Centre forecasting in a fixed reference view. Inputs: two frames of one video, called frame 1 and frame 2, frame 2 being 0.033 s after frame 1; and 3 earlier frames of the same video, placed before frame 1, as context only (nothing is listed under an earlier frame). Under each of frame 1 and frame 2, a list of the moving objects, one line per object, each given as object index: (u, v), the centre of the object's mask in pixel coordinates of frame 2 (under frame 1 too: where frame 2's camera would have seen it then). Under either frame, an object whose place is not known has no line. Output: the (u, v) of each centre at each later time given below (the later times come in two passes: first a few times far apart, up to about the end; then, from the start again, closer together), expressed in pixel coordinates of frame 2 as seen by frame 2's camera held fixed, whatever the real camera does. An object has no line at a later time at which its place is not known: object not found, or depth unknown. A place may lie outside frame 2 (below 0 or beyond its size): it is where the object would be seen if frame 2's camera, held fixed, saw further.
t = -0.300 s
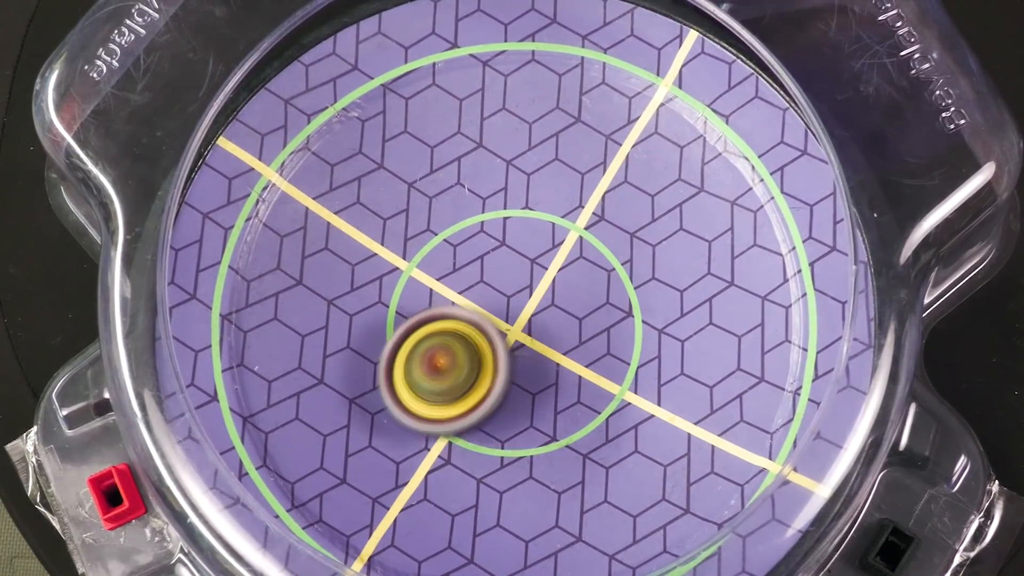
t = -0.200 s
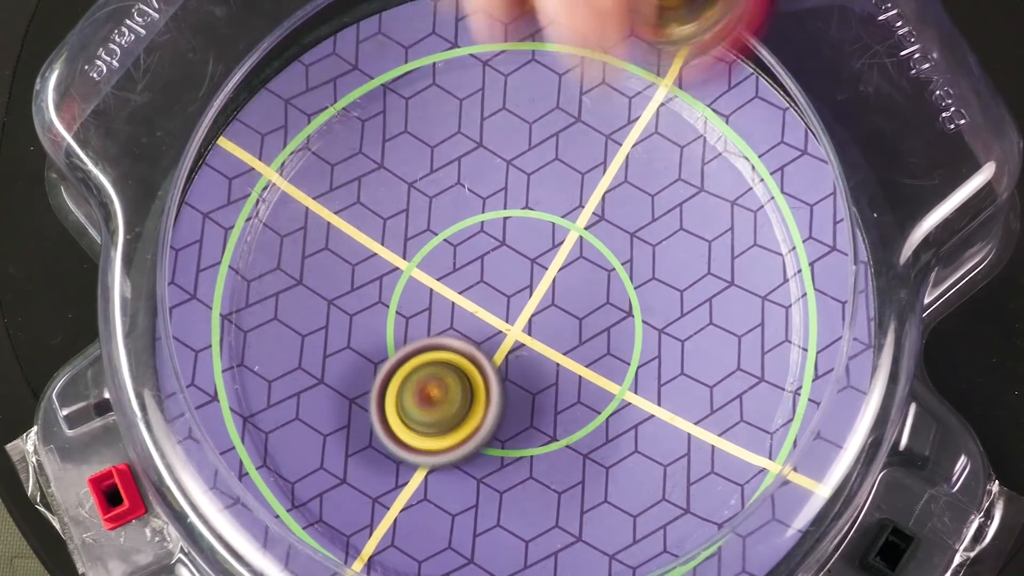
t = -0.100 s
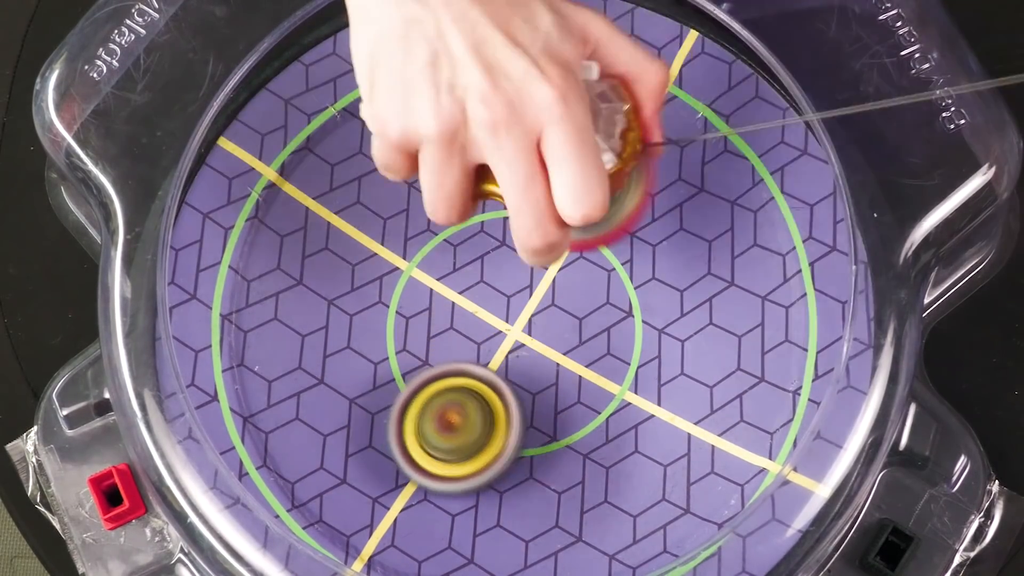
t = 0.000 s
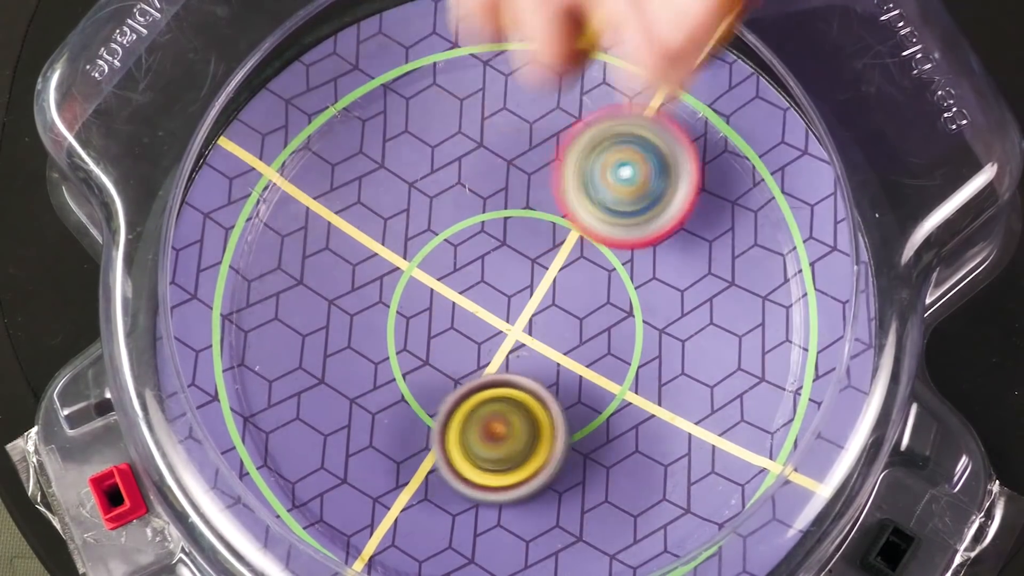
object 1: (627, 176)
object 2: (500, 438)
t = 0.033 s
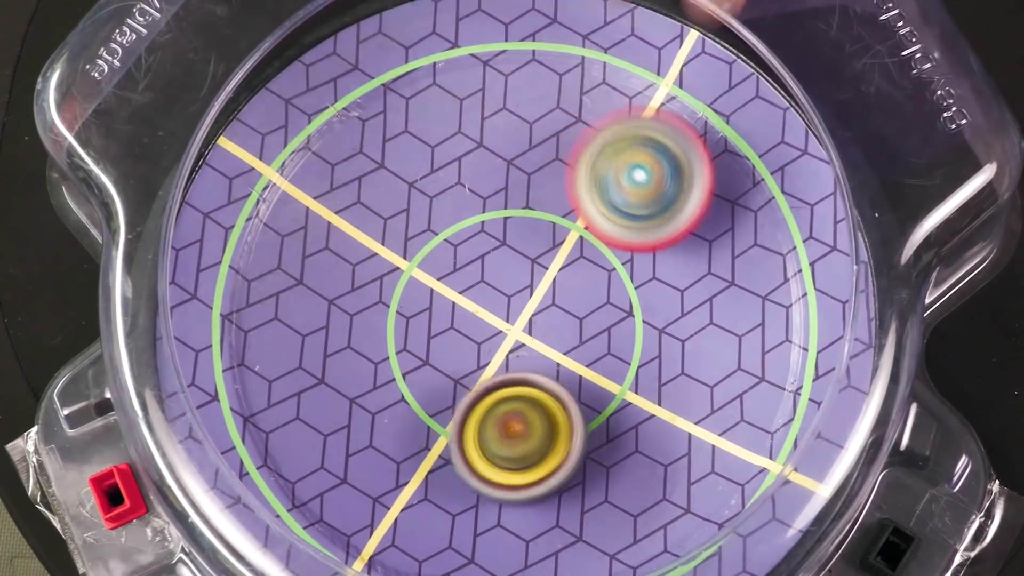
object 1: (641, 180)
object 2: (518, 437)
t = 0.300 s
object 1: (502, 172)
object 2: (582, 356)
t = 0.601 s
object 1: (741, 512)
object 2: (553, 366)
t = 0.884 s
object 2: (456, 349)
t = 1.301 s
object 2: (466, 340)
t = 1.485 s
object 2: (467, 346)
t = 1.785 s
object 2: (463, 355)
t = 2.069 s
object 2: (451, 303)
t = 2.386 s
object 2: (441, 288)
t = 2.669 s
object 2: (471, 313)
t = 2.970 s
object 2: (468, 259)
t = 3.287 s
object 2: (409, 313)
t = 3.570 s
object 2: (532, 282)
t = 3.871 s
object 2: (503, 192)
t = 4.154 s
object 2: (452, 263)
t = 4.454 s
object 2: (549, 274)
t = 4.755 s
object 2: (552, 216)
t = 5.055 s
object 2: (511, 254)
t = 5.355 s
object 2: (571, 286)
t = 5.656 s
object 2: (568, 260)
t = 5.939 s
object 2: (566, 280)
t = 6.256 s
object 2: (551, 296)
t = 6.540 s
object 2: (541, 329)
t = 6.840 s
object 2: (560, 328)
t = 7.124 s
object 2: (467, 282)
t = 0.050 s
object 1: (647, 185)
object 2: (527, 436)
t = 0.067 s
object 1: (653, 190)
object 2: (535, 433)
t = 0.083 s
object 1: (655, 187)
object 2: (542, 430)
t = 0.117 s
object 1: (655, 170)
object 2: (557, 422)
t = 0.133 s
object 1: (654, 165)
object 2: (564, 418)
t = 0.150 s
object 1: (652, 160)
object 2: (570, 412)
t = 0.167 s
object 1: (645, 150)
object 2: (575, 407)
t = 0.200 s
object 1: (625, 136)
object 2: (583, 396)
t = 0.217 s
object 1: (609, 131)
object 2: (586, 390)
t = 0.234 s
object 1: (588, 131)
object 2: (587, 383)
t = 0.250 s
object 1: (567, 134)
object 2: (587, 377)
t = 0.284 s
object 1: (524, 153)
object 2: (584, 363)
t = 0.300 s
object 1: (502, 172)
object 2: (582, 356)
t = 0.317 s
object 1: (482, 195)
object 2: (577, 350)
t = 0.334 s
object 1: (468, 222)
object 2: (572, 343)
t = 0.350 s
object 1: (456, 251)
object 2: (567, 337)
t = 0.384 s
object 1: (421, 295)
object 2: (579, 346)
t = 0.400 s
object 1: (409, 321)
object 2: (584, 351)
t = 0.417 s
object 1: (401, 349)
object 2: (587, 356)
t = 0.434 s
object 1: (403, 377)
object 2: (590, 360)
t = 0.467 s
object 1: (426, 437)
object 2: (591, 366)
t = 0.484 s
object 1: (448, 466)
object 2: (590, 368)
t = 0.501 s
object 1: (480, 493)
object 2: (588, 369)
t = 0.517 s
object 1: (513, 512)
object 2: (584, 369)
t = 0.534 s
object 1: (557, 521)
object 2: (579, 370)
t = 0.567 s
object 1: (649, 530)
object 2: (568, 369)
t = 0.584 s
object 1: (694, 523)
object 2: (561, 368)
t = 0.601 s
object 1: (741, 512)
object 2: (553, 366)
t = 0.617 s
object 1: (783, 490)
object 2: (545, 365)
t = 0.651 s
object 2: (526, 361)
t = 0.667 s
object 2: (519, 361)
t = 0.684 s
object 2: (512, 360)
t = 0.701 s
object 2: (506, 359)
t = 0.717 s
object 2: (500, 358)
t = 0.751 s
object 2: (488, 355)
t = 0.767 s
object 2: (482, 353)
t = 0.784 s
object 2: (477, 352)
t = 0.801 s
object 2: (470, 354)
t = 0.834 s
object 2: (463, 353)
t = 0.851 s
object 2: (460, 352)
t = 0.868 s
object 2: (458, 351)
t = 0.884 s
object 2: (456, 349)
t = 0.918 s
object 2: (455, 348)
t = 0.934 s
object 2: (455, 346)
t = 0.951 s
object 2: (454, 346)
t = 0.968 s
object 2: (456, 346)
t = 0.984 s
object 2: (459, 345)
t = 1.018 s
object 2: (459, 344)
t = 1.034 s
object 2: (460, 343)
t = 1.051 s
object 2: (461, 342)
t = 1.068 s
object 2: (461, 341)
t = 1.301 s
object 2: (466, 340)
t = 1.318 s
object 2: (467, 341)
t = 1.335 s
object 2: (466, 342)
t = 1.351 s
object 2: (466, 342)
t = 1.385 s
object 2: (466, 342)
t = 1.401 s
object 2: (467, 343)
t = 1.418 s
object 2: (467, 343)
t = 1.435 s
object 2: (467, 344)
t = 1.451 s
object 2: (468, 345)
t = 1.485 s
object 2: (467, 346)
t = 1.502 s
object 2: (467, 347)
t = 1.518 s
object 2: (467, 347)
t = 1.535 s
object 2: (467, 348)
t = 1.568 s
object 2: (466, 350)
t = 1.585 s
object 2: (466, 351)
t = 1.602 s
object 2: (465, 351)
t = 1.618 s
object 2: (464, 352)
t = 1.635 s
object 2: (464, 352)
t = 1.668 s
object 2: (463, 354)
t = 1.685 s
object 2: (462, 355)
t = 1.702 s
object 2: (462, 355)
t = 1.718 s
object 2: (461, 355)
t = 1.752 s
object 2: (462, 355)
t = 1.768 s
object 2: (463, 355)
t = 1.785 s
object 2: (463, 355)
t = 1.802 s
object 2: (463, 354)
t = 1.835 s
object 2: (464, 353)
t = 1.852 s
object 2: (464, 351)
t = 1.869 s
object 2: (464, 349)
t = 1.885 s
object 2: (465, 347)
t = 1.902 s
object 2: (464, 344)
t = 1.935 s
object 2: (464, 337)
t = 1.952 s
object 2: (463, 333)
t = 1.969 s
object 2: (462, 329)
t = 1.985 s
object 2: (460, 325)
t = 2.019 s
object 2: (457, 316)
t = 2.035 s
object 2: (456, 312)
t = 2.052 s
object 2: (454, 307)
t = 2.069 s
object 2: (451, 303)
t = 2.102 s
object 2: (447, 294)
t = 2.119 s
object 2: (444, 291)
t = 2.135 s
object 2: (443, 288)
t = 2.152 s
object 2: (441, 285)
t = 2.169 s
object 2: (440, 282)
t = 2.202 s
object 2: (439, 279)
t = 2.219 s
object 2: (439, 279)
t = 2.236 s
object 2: (437, 282)
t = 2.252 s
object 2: (437, 283)
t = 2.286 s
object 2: (438, 282)
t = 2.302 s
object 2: (439, 283)
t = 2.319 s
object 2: (438, 283)
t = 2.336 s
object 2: (438, 284)
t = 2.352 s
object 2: (439, 285)
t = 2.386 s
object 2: (441, 288)
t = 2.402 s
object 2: (442, 289)
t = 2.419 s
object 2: (444, 291)
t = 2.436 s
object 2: (446, 293)
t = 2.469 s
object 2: (450, 298)
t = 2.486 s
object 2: (452, 300)
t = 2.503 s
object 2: (455, 302)
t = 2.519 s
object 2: (457, 304)
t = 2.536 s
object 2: (458, 305)
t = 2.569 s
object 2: (462, 308)
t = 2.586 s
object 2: (465, 310)
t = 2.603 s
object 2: (466, 311)
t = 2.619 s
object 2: (467, 313)
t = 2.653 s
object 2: (470, 314)
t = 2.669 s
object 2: (471, 313)
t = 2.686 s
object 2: (471, 313)
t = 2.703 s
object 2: (473, 311)
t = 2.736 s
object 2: (471, 305)
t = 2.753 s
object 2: (472, 303)
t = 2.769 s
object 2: (474, 301)
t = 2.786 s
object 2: (475, 299)
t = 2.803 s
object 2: (476, 296)
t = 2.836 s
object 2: (479, 290)
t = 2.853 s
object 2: (481, 286)
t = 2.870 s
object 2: (482, 282)
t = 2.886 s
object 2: (483, 279)
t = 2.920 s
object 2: (486, 271)
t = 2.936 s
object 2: (487, 266)
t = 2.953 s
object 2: (481, 261)
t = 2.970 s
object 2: (468, 259)
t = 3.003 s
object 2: (442, 254)
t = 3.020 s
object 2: (430, 253)
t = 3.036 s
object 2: (420, 252)
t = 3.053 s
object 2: (410, 252)
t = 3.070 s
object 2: (403, 253)
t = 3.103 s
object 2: (390, 257)
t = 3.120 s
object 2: (385, 261)
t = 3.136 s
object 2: (383, 265)
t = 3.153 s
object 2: (381, 270)
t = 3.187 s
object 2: (382, 280)
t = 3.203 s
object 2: (384, 285)
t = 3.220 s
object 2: (386, 291)
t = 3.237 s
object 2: (390, 297)
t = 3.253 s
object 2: (395, 303)
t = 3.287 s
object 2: (409, 313)
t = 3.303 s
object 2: (416, 317)
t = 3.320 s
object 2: (423, 320)
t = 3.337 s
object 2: (432, 323)
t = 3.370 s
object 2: (448, 326)
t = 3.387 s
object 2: (456, 327)
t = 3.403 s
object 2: (464, 326)
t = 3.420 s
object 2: (472, 325)
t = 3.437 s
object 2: (480, 322)
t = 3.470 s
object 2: (495, 316)
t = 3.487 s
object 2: (502, 312)
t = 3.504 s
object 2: (509, 307)
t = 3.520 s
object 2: (516, 302)
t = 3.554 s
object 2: (527, 289)
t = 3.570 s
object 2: (532, 282)
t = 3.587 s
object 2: (535, 276)
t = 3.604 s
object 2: (538, 269)
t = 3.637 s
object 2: (543, 254)
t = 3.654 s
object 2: (545, 246)
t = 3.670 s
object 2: (544, 239)
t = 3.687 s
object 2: (544, 232)
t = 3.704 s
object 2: (543, 226)
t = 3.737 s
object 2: (538, 215)
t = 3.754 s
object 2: (535, 210)
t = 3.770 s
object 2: (531, 205)
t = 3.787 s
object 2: (527, 201)
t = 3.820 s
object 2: (518, 195)
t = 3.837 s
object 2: (514, 194)
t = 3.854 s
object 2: (508, 192)
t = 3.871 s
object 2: (503, 192)
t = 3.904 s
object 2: (492, 193)
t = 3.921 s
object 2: (486, 195)
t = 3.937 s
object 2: (481, 197)
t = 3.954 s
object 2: (475, 200)
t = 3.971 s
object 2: (470, 204)
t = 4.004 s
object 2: (461, 214)
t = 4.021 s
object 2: (458, 219)
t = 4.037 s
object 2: (454, 225)
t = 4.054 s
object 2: (451, 231)
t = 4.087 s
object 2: (449, 242)
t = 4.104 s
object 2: (449, 248)
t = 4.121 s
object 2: (449, 253)
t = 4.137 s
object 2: (450, 259)
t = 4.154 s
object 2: (452, 263)
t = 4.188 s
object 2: (458, 272)
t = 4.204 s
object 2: (463, 276)
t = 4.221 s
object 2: (466, 278)
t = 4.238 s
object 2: (472, 281)
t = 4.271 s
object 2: (482, 285)
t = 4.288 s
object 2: (487, 287)
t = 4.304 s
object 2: (493, 288)
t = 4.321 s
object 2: (500, 288)
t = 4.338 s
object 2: (506, 288)
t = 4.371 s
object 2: (519, 286)
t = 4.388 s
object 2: (526, 284)
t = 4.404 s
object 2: (533, 283)
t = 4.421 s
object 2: (538, 280)
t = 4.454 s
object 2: (549, 274)
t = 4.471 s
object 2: (554, 271)
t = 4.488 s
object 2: (559, 267)
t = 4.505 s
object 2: (563, 263)
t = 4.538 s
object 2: (570, 255)
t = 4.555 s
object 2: (572, 250)
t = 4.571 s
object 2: (573, 246)
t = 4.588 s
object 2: (574, 242)
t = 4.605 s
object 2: (575, 238)
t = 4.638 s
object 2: (573, 231)
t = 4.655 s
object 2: (572, 228)
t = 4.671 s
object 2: (570, 225)
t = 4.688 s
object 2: (568, 222)
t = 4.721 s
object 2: (561, 218)
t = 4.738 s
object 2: (557, 217)
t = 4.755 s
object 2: (552, 216)
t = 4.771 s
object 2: (548, 216)
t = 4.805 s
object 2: (538, 215)
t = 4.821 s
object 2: (534, 216)
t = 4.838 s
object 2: (529, 217)
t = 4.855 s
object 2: (525, 218)
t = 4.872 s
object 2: (521, 220)
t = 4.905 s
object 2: (515, 225)
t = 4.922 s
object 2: (512, 227)
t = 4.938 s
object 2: (511, 230)
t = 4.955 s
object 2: (509, 234)
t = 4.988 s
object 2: (508, 241)
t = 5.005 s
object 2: (508, 244)
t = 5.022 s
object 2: (509, 247)
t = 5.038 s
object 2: (510, 251)
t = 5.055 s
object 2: (511, 254)
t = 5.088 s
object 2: (516, 261)
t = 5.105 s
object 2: (519, 264)
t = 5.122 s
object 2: (522, 267)
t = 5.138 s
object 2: (525, 269)
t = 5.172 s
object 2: (532, 275)
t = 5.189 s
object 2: (535, 276)
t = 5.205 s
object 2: (539, 279)
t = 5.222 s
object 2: (542, 280)
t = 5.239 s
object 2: (546, 282)
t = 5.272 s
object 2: (553, 284)
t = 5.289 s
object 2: (557, 285)
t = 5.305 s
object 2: (561, 286)
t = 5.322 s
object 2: (564, 286)
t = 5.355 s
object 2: (571, 286)
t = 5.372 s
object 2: (575, 285)
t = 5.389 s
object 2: (577, 285)
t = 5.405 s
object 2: (579, 284)
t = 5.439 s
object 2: (581, 282)
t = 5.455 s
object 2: (582, 281)
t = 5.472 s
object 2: (582, 280)
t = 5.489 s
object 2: (582, 278)
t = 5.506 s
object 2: (581, 277)
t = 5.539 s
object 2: (579, 273)
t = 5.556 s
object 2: (578, 271)
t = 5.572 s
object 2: (576, 268)
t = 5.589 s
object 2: (574, 266)
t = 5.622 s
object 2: (571, 263)
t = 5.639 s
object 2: (569, 261)
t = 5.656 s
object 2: (568, 260)
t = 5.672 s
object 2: (567, 259)
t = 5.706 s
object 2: (564, 258)
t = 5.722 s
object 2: (564, 258)
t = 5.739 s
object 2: (563, 259)
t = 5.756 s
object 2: (563, 259)
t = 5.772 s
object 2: (562, 261)
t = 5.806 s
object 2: (562, 263)
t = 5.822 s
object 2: (562, 265)
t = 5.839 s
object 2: (563, 267)
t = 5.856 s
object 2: (563, 269)
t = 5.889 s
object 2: (564, 273)
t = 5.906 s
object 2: (565, 276)
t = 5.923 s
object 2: (566, 278)
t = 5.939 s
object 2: (566, 280)
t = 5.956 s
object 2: (567, 282)
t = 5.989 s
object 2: (569, 285)
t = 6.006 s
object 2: (570, 287)
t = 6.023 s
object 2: (570, 288)
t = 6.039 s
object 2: (571, 289)
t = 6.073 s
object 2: (572, 290)
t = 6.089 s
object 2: (572, 290)
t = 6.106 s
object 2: (573, 291)
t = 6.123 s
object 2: (573, 291)
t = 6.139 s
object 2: (574, 291)
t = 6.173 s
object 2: (572, 291)
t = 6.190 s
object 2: (568, 292)
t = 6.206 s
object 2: (563, 293)
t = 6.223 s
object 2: (559, 294)
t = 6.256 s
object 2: (551, 296)
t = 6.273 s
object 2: (548, 298)
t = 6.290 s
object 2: (545, 299)
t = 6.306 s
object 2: (542, 300)
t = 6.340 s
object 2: (538, 304)
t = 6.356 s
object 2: (537, 306)
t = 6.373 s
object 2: (536, 308)
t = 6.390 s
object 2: (535, 311)
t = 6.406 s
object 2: (535, 314)
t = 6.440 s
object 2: (535, 318)
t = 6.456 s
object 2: (535, 321)
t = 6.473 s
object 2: (536, 323)
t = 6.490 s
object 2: (537, 325)
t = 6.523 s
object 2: (539, 328)
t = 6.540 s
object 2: (541, 329)
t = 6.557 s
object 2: (542, 330)
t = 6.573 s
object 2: (544, 331)
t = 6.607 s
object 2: (548, 332)
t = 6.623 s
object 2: (550, 332)
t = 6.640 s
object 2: (552, 332)
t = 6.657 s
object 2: (554, 331)
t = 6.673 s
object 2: (556, 331)
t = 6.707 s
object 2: (559, 330)
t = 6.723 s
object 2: (560, 330)
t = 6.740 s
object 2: (561, 329)
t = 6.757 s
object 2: (561, 329)
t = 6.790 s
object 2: (561, 328)
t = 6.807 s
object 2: (561, 328)
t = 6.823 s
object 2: (561, 328)
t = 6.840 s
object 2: (560, 328)
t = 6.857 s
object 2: (559, 328)
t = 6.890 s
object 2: (557, 329)
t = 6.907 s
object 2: (552, 325)
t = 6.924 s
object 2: (543, 317)
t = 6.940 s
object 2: (534, 310)
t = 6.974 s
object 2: (518, 298)
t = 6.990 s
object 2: (511, 294)
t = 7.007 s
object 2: (504, 289)
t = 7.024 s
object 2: (497, 286)
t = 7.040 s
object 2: (491, 283)
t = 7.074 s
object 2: (481, 280)
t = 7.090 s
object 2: (476, 280)
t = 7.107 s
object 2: (472, 281)
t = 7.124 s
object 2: (467, 282)
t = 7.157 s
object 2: (459, 287)
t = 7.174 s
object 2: (456, 290)
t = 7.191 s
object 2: (453, 293)
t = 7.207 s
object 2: (450, 297)
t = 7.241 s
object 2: (447, 306)
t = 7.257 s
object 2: (446, 311)
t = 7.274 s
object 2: (445, 315)
